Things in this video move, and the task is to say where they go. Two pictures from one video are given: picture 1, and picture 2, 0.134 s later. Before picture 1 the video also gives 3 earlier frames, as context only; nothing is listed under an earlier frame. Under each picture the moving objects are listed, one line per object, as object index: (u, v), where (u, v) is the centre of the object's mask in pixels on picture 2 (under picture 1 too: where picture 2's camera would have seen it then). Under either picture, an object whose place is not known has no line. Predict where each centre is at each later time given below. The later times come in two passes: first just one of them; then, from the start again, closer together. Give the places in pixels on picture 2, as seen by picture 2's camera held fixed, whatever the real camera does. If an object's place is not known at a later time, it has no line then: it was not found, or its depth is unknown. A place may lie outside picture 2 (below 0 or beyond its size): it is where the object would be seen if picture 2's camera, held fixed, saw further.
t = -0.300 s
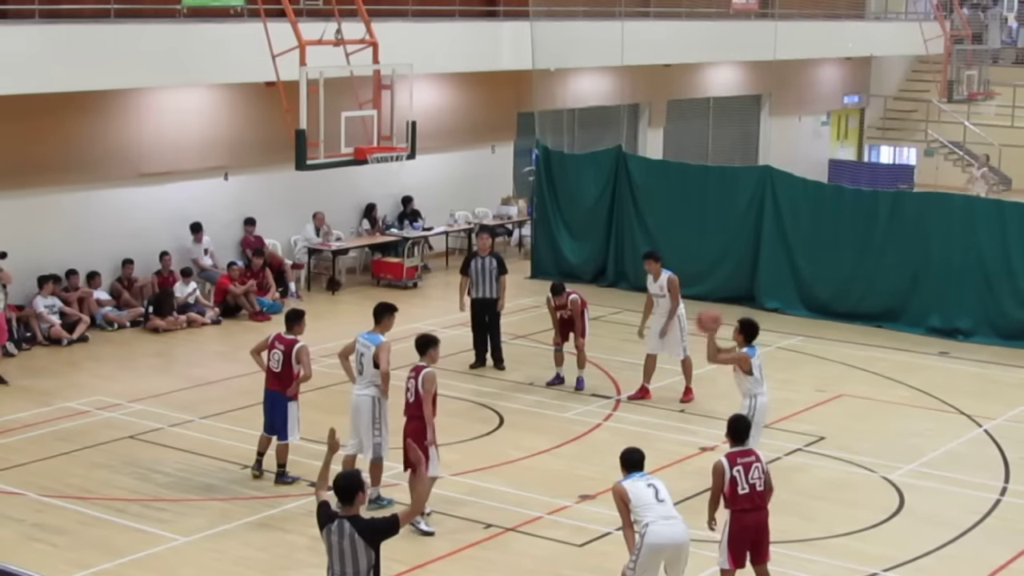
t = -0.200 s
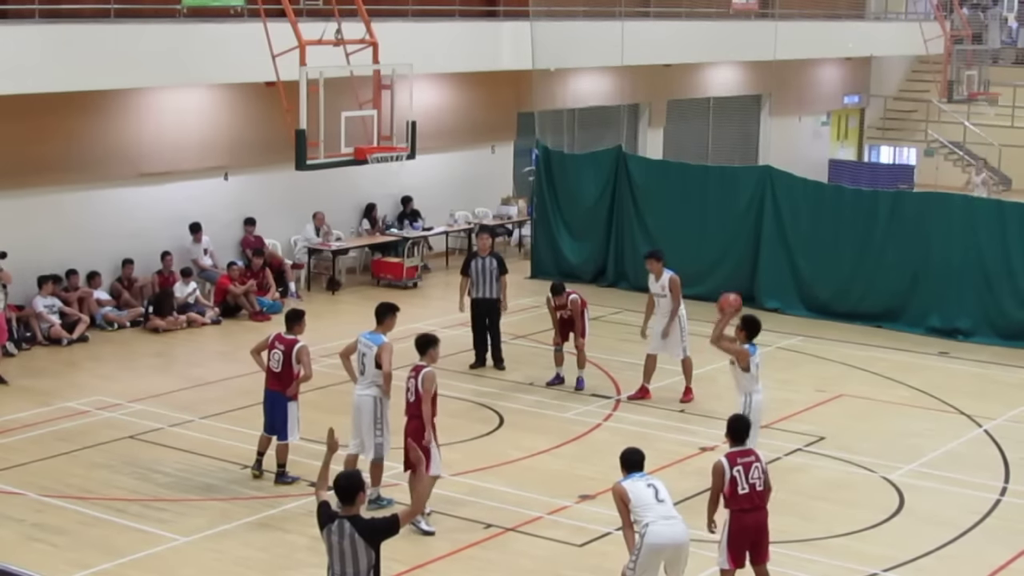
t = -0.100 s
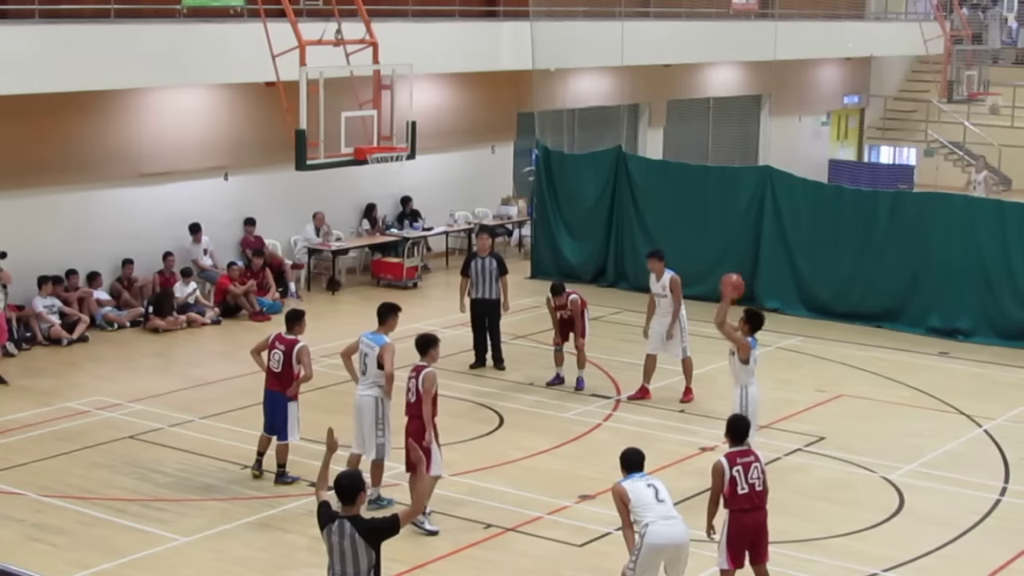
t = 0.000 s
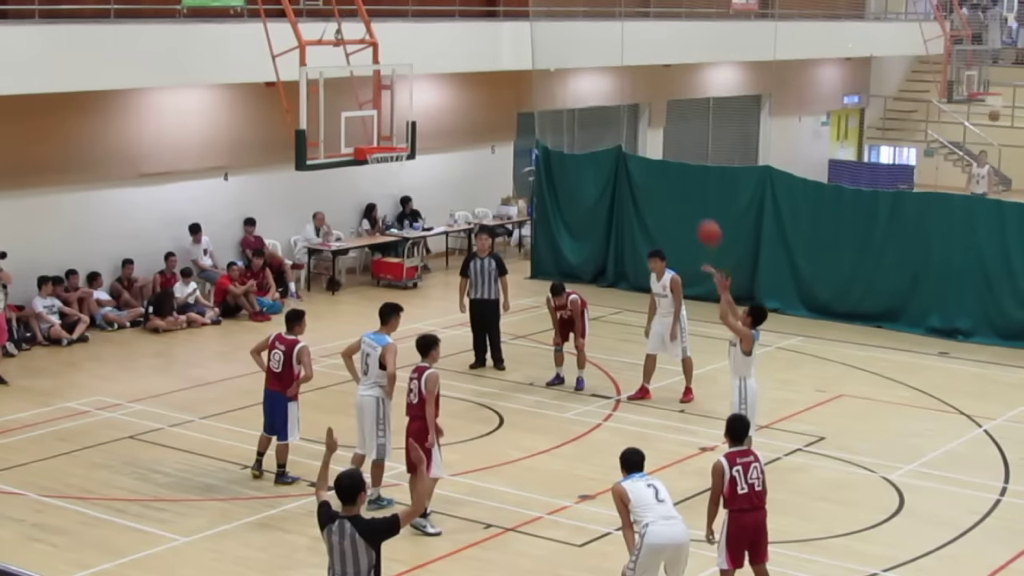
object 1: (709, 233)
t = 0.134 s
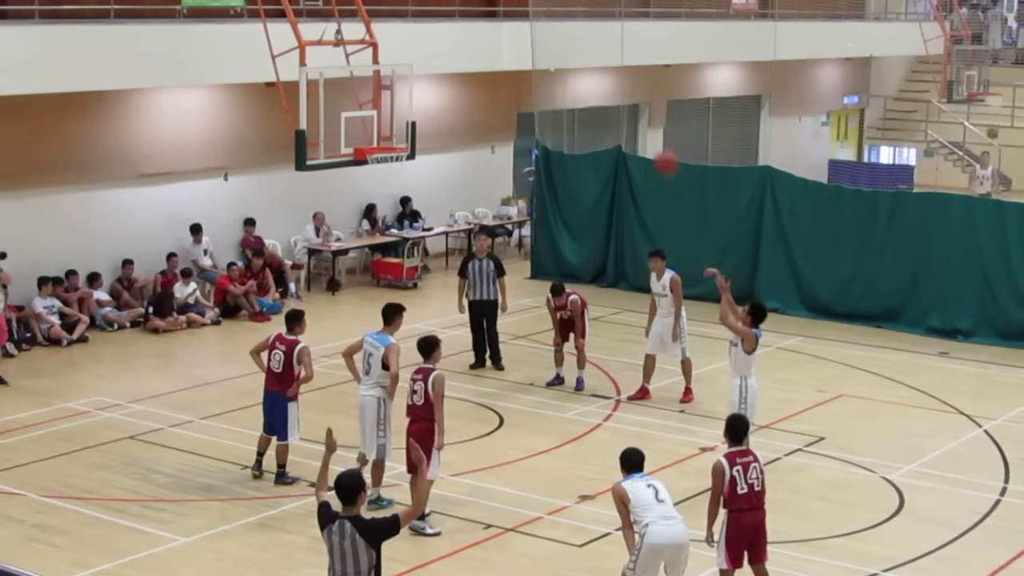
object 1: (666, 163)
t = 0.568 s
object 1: (531, 56)
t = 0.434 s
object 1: (571, 69)
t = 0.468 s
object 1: (561, 65)
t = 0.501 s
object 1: (551, 61)
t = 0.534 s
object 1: (541, 58)
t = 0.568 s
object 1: (531, 56)
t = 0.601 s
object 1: (521, 56)
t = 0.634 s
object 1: (512, 56)
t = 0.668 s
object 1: (502, 58)
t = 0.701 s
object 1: (492, 60)
